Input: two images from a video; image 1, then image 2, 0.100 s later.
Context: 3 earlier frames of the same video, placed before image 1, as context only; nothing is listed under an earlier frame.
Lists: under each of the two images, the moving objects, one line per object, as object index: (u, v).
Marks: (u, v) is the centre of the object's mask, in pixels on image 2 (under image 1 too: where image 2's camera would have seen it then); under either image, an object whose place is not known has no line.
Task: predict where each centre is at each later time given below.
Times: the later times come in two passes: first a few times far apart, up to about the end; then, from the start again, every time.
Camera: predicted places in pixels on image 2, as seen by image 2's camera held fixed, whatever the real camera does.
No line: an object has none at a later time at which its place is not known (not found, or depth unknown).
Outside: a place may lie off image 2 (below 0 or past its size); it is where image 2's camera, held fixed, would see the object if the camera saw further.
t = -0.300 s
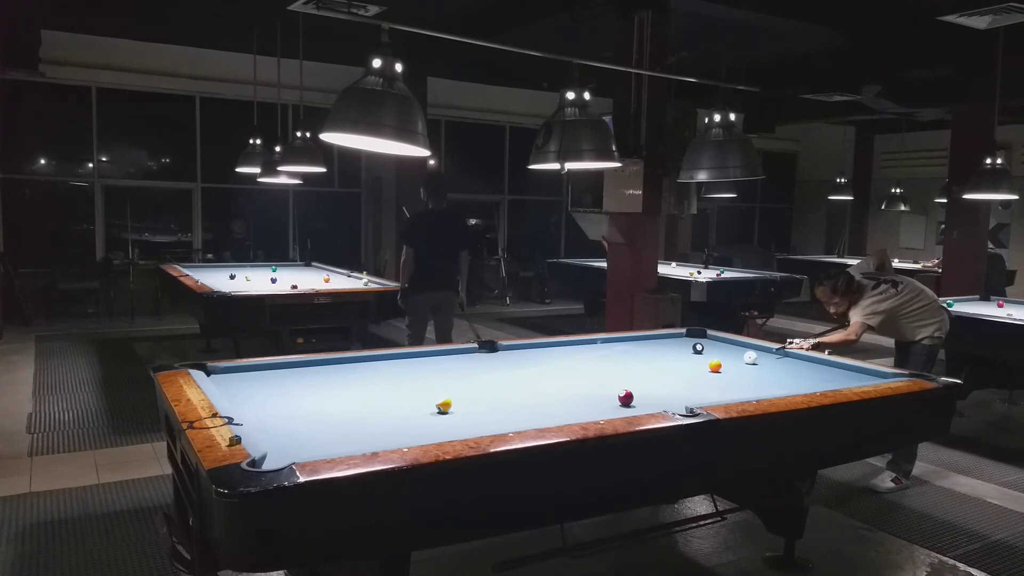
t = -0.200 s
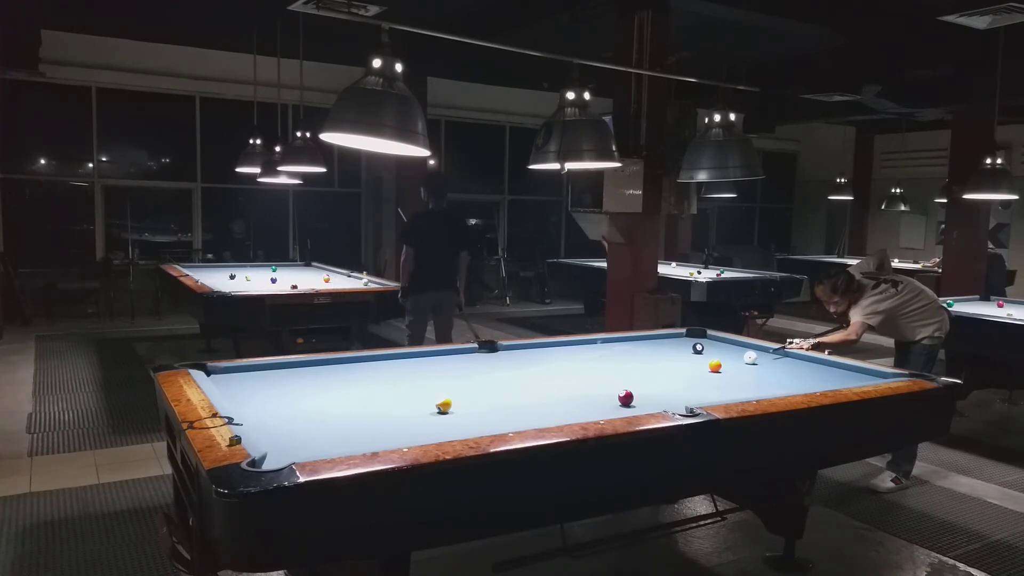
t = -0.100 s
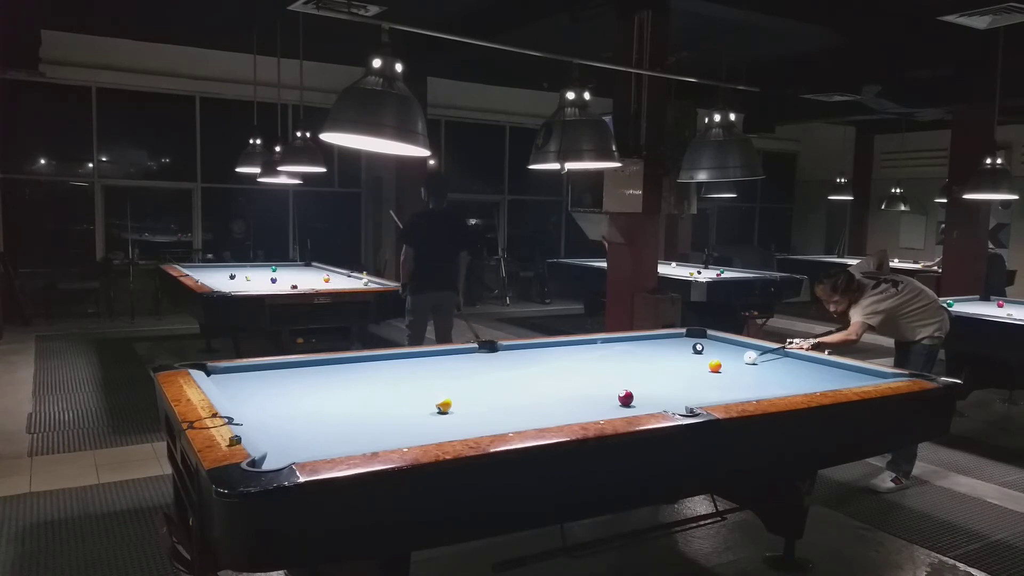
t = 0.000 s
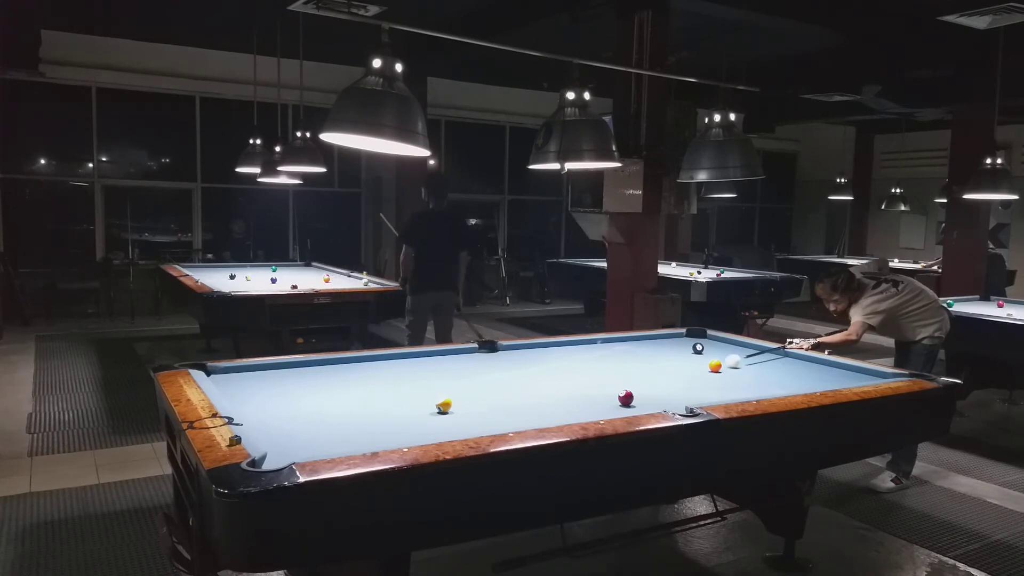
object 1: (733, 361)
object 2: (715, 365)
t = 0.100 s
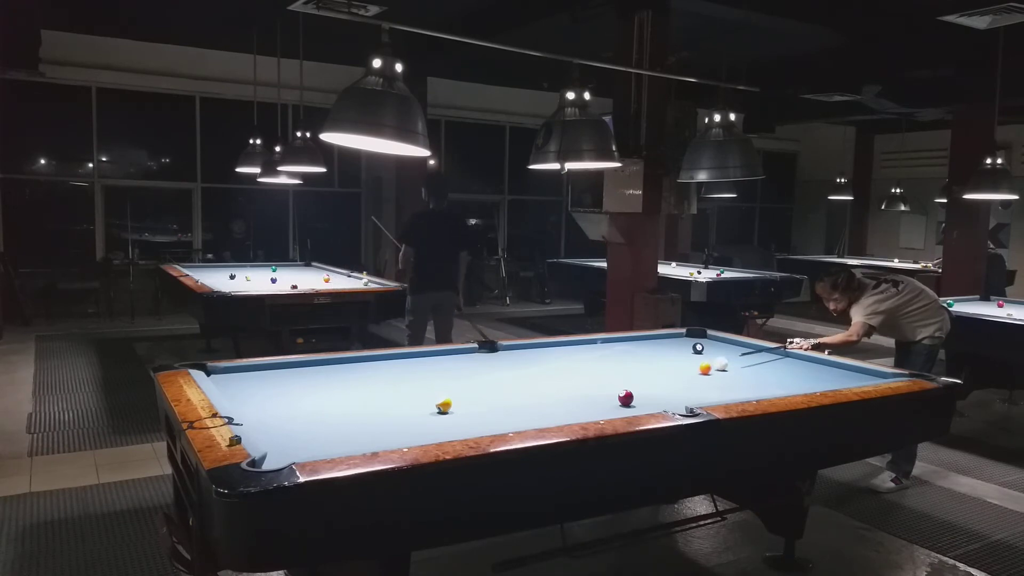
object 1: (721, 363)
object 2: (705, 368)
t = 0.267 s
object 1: (712, 365)
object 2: (676, 375)
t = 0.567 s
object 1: (697, 368)
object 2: (626, 386)
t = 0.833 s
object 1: (684, 370)
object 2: (576, 398)
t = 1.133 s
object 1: (669, 374)
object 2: (513, 413)
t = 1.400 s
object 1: (657, 378)
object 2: (449, 428)
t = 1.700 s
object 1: (643, 380)
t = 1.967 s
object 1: (632, 383)
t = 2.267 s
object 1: (621, 385)
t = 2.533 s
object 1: (612, 386)
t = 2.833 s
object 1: (602, 388)
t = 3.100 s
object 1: (595, 389)
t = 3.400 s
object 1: (588, 390)
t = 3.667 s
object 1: (584, 391)
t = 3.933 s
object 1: (580, 391)
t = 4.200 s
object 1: (578, 392)
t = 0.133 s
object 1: (719, 364)
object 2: (699, 370)
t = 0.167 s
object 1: (718, 364)
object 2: (692, 372)
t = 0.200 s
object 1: (716, 364)
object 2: (687, 373)
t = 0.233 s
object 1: (714, 365)
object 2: (681, 375)
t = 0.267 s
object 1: (712, 365)
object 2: (676, 375)
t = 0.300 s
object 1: (711, 365)
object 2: (670, 377)
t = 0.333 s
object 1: (709, 365)
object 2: (665, 378)
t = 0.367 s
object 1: (707, 366)
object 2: (660, 379)
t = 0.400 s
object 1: (705, 366)
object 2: (654, 381)
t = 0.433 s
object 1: (704, 366)
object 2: (649, 381)
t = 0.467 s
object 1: (701, 367)
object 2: (643, 383)
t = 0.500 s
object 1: (700, 367)
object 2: (638, 384)
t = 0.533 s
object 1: (699, 367)
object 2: (632, 385)
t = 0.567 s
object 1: (697, 368)
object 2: (626, 386)
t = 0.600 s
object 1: (695, 368)
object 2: (619, 387)
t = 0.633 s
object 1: (693, 368)
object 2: (614, 389)
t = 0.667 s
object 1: (691, 368)
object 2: (608, 391)
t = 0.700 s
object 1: (690, 369)
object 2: (602, 392)
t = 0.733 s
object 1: (689, 369)
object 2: (595, 394)
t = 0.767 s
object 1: (686, 369)
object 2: (589, 395)
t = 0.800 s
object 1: (685, 370)
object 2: (583, 396)
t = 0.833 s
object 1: (684, 370)
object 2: (576, 398)
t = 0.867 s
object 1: (682, 370)
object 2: (570, 400)
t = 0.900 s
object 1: (680, 370)
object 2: (563, 401)
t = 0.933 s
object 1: (679, 371)
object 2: (556, 403)
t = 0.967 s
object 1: (677, 371)
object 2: (549, 404)
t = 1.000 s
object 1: (675, 371)
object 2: (542, 406)
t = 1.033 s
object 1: (674, 371)
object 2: (535, 408)
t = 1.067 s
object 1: (672, 373)
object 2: (528, 410)
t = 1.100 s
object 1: (670, 374)
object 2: (521, 411)
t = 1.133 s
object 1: (669, 374)
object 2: (513, 413)
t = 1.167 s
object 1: (667, 375)
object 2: (506, 415)
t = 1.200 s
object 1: (665, 375)
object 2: (498, 416)
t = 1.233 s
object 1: (664, 375)
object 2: (490, 419)
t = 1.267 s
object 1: (663, 376)
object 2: (482, 420)
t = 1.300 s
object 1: (661, 377)
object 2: (474, 422)
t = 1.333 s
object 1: (659, 377)
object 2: (466, 424)
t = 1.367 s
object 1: (658, 377)
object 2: (458, 426)
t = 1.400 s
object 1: (657, 378)
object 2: (449, 428)
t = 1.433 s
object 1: (655, 378)
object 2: (440, 429)
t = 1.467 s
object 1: (653, 377)
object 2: (431, 431)
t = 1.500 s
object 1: (652, 378)
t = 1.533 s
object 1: (651, 379)
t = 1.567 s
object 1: (649, 380)
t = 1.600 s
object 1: (648, 380)
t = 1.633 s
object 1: (646, 380)
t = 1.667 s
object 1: (645, 380)
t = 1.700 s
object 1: (643, 380)
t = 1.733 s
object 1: (642, 381)
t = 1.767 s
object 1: (641, 381)
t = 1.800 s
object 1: (639, 381)
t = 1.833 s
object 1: (637, 381)
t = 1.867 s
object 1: (636, 381)
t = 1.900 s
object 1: (634, 382)
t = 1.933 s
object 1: (633, 382)
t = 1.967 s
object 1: (632, 383)
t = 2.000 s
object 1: (631, 383)
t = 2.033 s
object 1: (630, 383)
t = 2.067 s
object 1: (628, 383)
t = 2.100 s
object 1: (627, 384)
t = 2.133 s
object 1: (626, 384)
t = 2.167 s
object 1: (624, 384)
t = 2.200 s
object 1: (623, 384)
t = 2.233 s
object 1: (622, 384)
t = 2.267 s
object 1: (621, 385)
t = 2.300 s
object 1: (620, 385)
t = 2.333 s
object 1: (619, 385)
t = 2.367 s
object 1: (617, 385)
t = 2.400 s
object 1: (616, 385)
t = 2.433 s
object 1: (615, 385)
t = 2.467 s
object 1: (614, 385)
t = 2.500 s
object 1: (613, 386)
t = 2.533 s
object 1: (612, 386)
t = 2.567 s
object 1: (611, 386)
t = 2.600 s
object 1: (609, 386)
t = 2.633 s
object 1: (608, 386)
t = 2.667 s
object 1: (607, 386)
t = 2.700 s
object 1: (605, 386)
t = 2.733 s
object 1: (605, 387)
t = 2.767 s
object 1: (604, 387)
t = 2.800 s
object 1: (603, 388)
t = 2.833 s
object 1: (602, 388)
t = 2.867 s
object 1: (601, 388)
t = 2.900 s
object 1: (600, 388)
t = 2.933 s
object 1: (599, 389)
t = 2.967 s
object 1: (598, 389)
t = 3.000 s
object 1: (598, 389)
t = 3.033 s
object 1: (597, 389)
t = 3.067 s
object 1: (596, 389)
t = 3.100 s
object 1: (595, 389)
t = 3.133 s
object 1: (594, 389)
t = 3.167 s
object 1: (593, 389)
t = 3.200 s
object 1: (592, 389)
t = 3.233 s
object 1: (591, 389)
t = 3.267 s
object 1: (591, 389)
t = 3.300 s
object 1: (590, 390)
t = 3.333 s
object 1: (589, 390)
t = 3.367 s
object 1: (589, 390)
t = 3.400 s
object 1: (588, 390)
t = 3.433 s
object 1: (588, 391)
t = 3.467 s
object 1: (587, 391)
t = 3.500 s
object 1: (587, 391)
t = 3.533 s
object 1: (586, 391)
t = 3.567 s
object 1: (585, 391)
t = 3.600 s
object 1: (585, 391)
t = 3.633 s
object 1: (584, 391)
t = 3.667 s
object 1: (584, 391)
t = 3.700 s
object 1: (583, 391)
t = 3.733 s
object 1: (583, 391)
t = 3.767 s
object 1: (582, 391)
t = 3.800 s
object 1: (582, 391)
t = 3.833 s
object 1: (581, 392)
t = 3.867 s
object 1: (581, 391)
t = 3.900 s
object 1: (581, 391)
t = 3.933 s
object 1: (580, 391)
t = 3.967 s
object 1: (580, 392)
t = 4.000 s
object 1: (579, 392)
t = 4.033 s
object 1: (579, 392)
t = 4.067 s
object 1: (579, 392)
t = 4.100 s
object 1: (579, 392)
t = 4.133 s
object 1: (579, 392)
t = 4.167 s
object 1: (578, 392)
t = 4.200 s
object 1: (578, 392)
